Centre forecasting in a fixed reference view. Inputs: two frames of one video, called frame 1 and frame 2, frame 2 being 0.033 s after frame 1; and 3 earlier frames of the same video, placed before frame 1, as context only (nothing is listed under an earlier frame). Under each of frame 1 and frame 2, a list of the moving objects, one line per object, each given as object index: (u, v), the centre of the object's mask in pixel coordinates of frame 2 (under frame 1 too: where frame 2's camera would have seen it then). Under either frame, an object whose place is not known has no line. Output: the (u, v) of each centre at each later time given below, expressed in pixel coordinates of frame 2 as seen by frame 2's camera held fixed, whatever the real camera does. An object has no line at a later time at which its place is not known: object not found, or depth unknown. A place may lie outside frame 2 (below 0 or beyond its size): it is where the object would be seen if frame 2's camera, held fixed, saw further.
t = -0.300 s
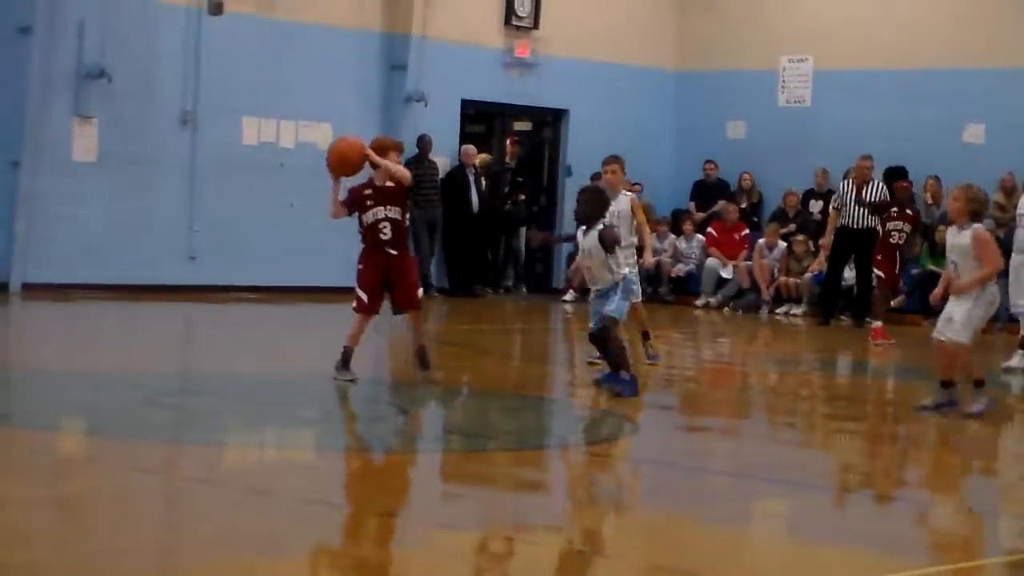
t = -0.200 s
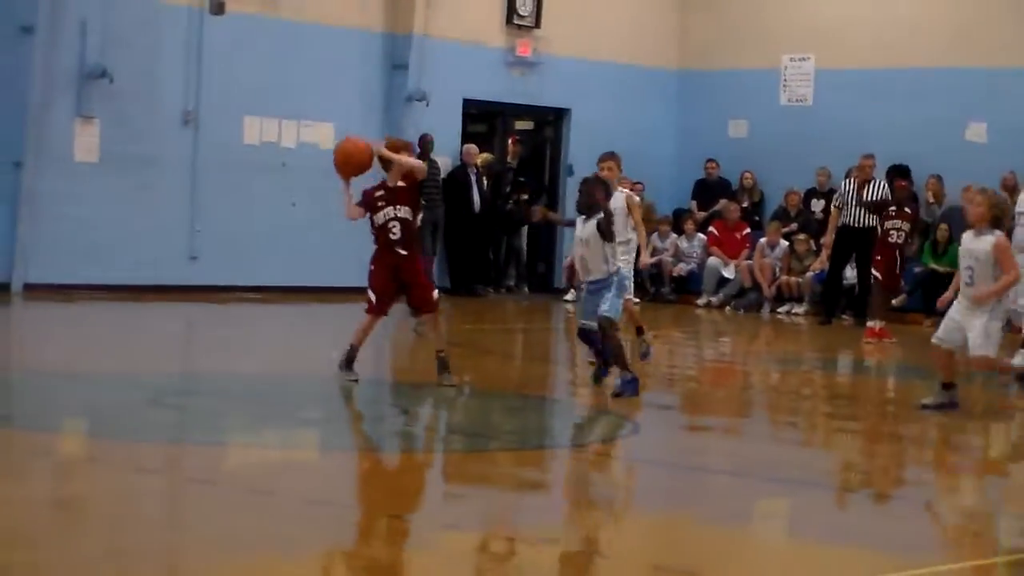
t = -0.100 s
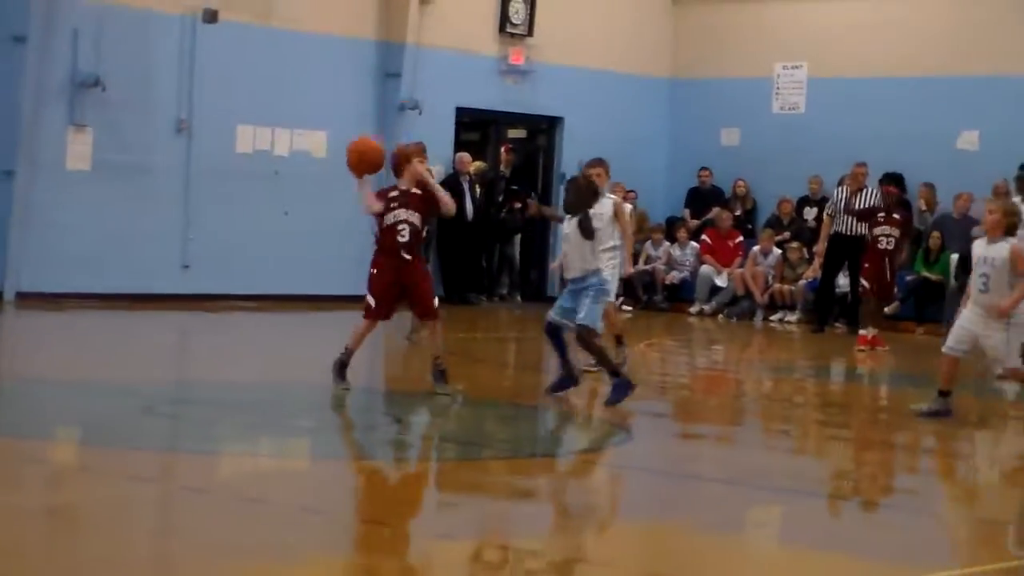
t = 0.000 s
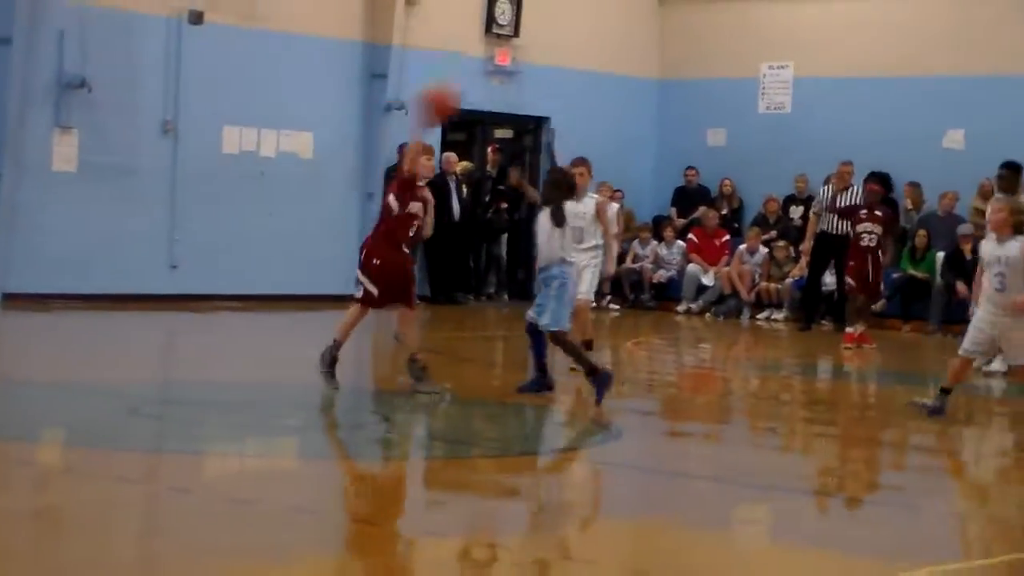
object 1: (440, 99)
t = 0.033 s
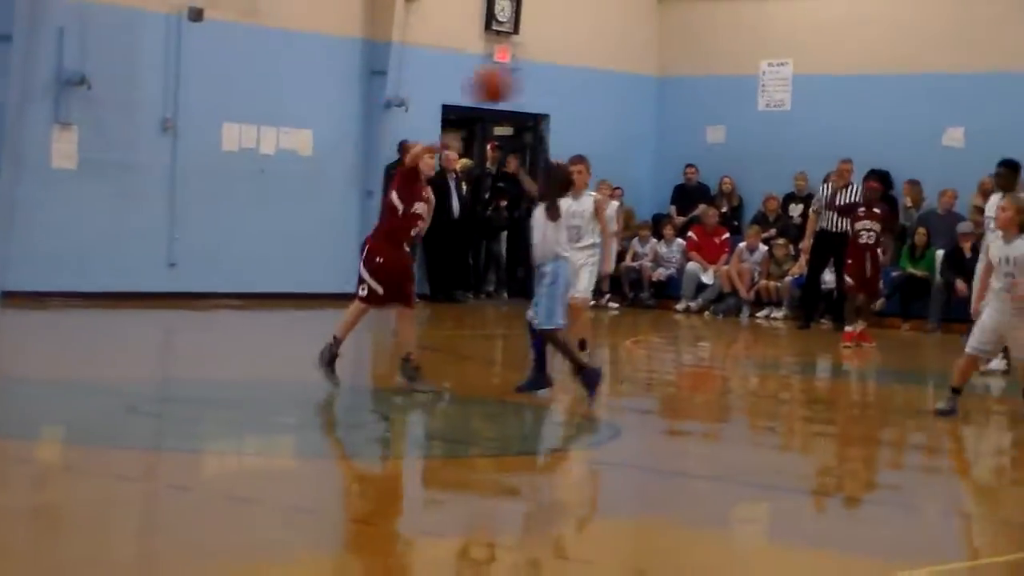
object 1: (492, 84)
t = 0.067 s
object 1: (543, 76)
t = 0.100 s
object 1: (596, 62)
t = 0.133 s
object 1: (646, 53)
